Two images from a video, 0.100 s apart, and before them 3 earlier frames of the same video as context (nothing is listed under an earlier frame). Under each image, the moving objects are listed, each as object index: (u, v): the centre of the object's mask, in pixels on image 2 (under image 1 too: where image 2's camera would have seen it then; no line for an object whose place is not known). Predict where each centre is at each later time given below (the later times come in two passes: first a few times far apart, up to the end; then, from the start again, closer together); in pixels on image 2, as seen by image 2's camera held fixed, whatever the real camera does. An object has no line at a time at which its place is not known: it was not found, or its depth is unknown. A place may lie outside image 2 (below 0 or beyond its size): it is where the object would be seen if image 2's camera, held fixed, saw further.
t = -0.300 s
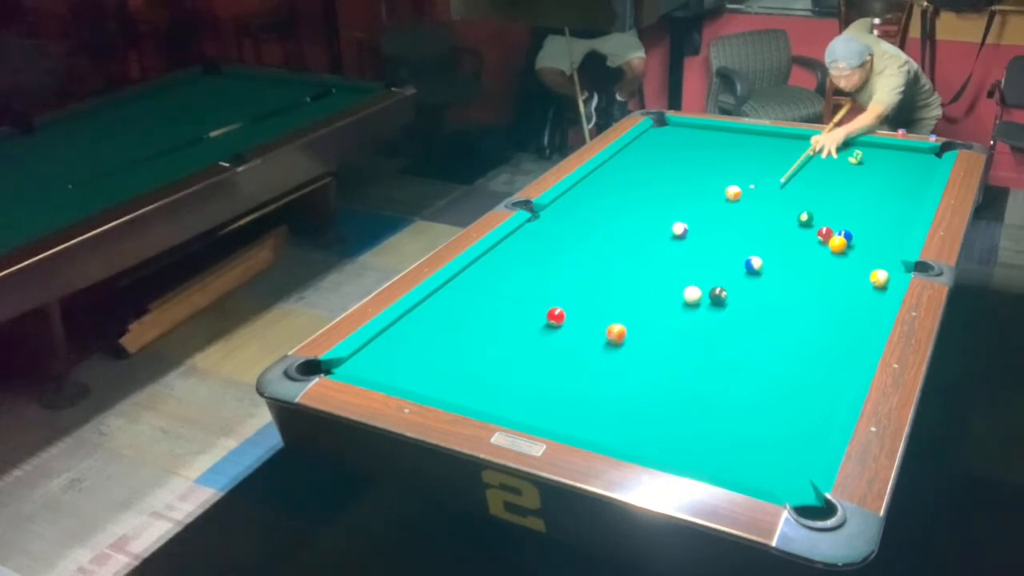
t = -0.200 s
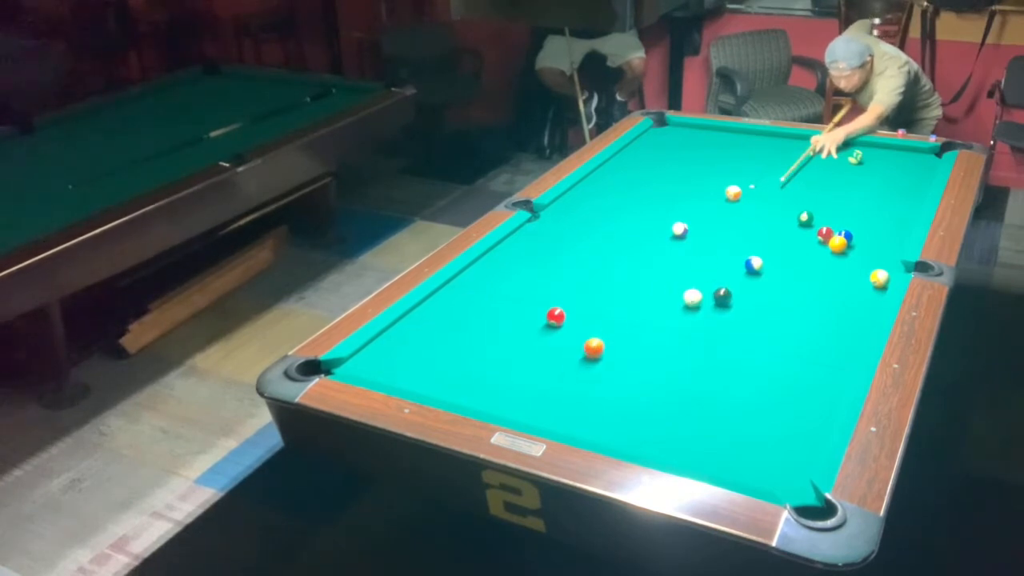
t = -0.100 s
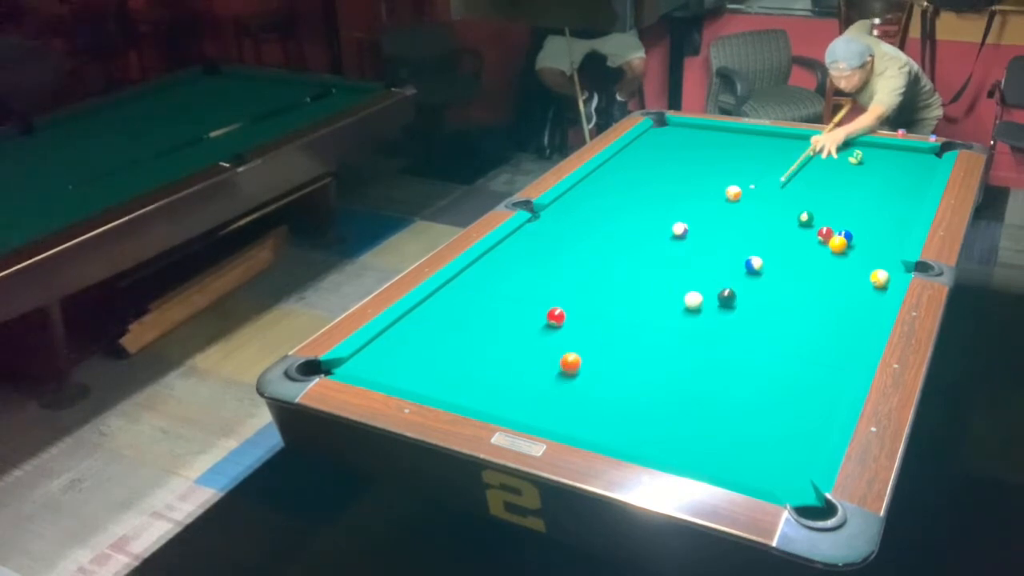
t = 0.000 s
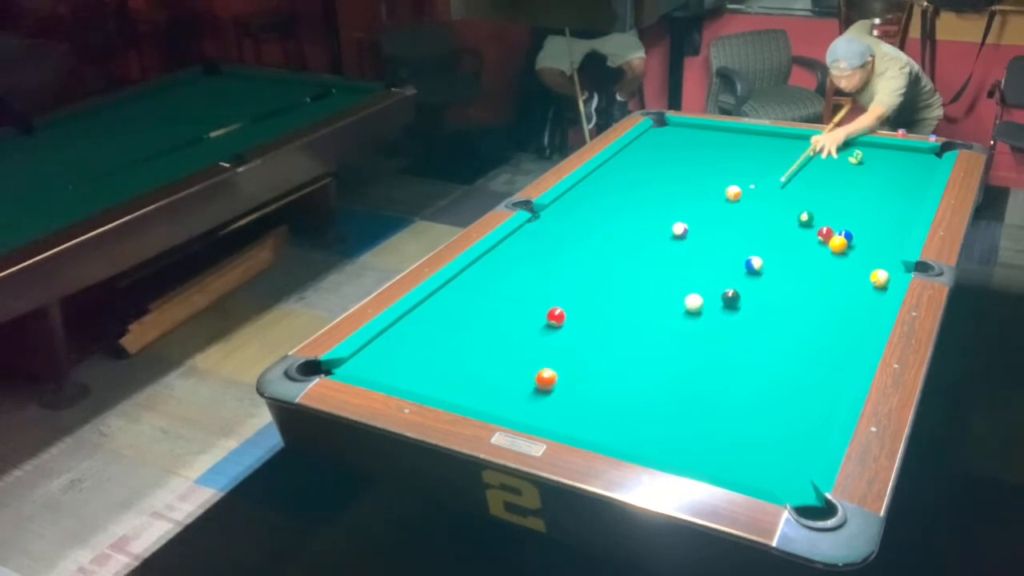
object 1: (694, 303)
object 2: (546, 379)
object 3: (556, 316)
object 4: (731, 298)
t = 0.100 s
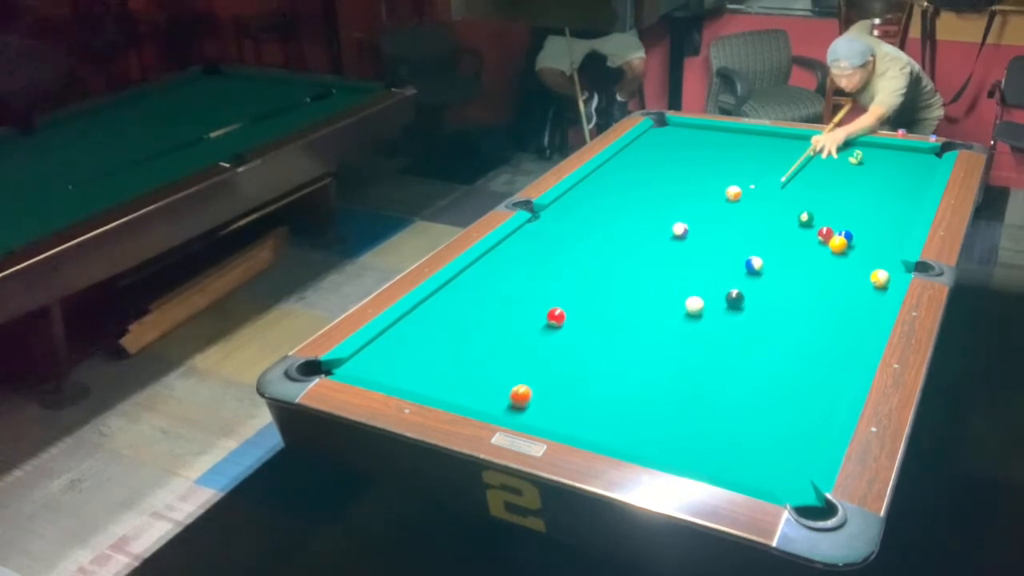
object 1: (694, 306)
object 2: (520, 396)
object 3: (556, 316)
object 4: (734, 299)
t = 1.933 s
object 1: (697, 328)
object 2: (508, 275)
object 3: (614, 296)
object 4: (759, 304)
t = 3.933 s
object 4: (758, 304)
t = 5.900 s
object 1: (697, 328)
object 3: (665, 278)
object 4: (758, 304)
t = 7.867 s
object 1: (697, 328)
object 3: (665, 278)
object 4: (758, 303)
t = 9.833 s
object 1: (697, 328)
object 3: (665, 278)
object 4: (758, 304)
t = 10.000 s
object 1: (697, 328)
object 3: (665, 278)
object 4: (758, 304)
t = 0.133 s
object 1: (695, 306)
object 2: (512, 401)
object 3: (556, 316)
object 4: (736, 299)
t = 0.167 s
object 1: (695, 307)
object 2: (503, 406)
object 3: (556, 316)
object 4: (737, 300)
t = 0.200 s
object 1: (695, 308)
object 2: (499, 406)
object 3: (556, 316)
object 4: (738, 300)
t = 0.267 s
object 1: (695, 309)
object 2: (504, 398)
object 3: (556, 316)
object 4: (741, 300)
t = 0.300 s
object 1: (695, 310)
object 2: (506, 394)
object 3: (556, 316)
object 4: (742, 301)
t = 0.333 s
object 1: (696, 310)
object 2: (508, 390)
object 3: (556, 316)
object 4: (743, 301)
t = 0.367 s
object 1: (696, 311)
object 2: (510, 386)
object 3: (556, 316)
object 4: (744, 301)
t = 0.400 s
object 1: (696, 312)
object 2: (512, 382)
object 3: (556, 316)
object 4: (744, 301)
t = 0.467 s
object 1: (696, 313)
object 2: (515, 373)
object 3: (556, 316)
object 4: (746, 301)
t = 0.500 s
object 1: (696, 314)
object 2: (517, 370)
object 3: (556, 316)
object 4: (747, 302)
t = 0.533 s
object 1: (696, 314)
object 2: (519, 366)
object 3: (556, 316)
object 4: (748, 302)
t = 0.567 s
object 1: (696, 315)
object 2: (521, 362)
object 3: (556, 316)
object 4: (749, 302)
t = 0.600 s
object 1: (696, 315)
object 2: (522, 358)
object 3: (556, 316)
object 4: (749, 302)
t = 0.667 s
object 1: (697, 317)
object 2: (526, 351)
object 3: (556, 316)
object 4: (751, 302)
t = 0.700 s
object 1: (697, 318)
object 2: (527, 348)
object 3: (556, 316)
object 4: (752, 303)
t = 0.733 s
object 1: (697, 318)
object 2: (529, 344)
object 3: (556, 316)
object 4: (752, 303)
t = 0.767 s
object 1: (697, 318)
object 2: (530, 341)
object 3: (556, 316)
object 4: (753, 303)
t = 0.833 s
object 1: (697, 320)
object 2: (534, 334)
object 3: (556, 316)
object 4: (754, 303)
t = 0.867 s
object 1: (697, 320)
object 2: (535, 331)
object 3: (556, 316)
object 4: (755, 304)
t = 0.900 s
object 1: (697, 321)
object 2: (537, 328)
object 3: (556, 316)
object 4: (755, 304)
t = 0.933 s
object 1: (697, 321)
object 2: (538, 324)
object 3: (556, 316)
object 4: (755, 304)
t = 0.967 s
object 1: (697, 322)
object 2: (539, 322)
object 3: (557, 316)
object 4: (756, 304)
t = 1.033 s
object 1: (698, 323)
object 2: (536, 318)
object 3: (562, 314)
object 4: (757, 304)
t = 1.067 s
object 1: (698, 323)
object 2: (535, 316)
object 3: (564, 313)
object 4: (757, 304)
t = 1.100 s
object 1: (698, 324)
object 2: (534, 314)
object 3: (566, 313)
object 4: (758, 304)
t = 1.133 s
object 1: (698, 324)
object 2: (532, 312)
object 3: (569, 312)
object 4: (758, 304)
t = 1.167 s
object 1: (698, 324)
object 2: (531, 310)
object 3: (571, 312)
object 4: (758, 304)
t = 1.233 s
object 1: (698, 325)
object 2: (529, 307)
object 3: (575, 309)
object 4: (758, 304)
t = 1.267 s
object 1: (698, 325)
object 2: (527, 305)
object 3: (577, 308)
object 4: (759, 305)
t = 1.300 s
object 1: (698, 325)
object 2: (526, 303)
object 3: (580, 308)
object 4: (759, 305)
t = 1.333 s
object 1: (697, 326)
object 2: (525, 301)
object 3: (582, 307)
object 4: (759, 305)
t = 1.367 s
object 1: (697, 326)
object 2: (524, 300)
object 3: (584, 307)
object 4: (759, 305)
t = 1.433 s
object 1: (697, 326)
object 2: (522, 296)
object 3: (588, 305)
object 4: (759, 305)
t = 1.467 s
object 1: (697, 327)
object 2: (521, 295)
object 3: (590, 305)
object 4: (759, 305)
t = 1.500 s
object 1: (697, 327)
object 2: (520, 293)
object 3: (592, 304)
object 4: (759, 305)
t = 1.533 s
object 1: (697, 327)
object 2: (519, 292)
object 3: (593, 303)
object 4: (759, 305)
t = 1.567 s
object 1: (697, 327)
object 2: (518, 290)
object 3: (595, 303)
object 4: (759, 305)
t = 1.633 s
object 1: (697, 328)
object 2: (516, 287)
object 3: (599, 301)
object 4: (759, 305)
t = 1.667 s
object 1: (697, 328)
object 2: (515, 286)
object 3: (601, 300)
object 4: (759, 305)
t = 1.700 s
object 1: (697, 328)
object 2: (514, 284)
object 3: (603, 300)
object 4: (759, 305)
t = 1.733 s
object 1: (697, 328)
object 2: (513, 283)
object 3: (604, 299)
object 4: (759, 305)
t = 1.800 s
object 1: (697, 328)
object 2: (511, 280)
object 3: (608, 298)
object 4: (759, 305)
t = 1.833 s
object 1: (697, 328)
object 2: (510, 279)
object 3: (610, 297)
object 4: (759, 305)
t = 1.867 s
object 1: (697, 328)
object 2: (510, 278)
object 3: (611, 297)
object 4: (759, 304)
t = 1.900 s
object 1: (697, 328)
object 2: (509, 276)
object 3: (612, 296)
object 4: (759, 304)
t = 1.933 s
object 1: (697, 328)
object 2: (508, 275)
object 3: (614, 296)
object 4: (759, 304)
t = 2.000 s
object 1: (697, 328)
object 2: (506, 272)
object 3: (617, 295)
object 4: (759, 304)
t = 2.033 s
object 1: (697, 328)
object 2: (505, 271)
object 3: (619, 294)
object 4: (759, 304)
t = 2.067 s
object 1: (697, 328)
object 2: (505, 270)
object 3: (620, 293)
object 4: (759, 304)
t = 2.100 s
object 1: (697, 328)
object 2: (504, 269)
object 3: (621, 293)
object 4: (759, 305)
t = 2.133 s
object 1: (697, 328)
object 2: (503, 268)
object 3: (623, 292)
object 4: (759, 305)
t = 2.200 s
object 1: (697, 328)
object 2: (501, 265)
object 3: (626, 292)
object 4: (759, 304)
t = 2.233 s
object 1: (697, 328)
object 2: (501, 264)
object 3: (627, 291)
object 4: (759, 304)
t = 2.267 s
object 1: (697, 328)
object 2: (500, 263)
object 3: (628, 291)
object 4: (759, 304)
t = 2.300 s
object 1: (697, 328)
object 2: (499, 262)
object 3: (629, 290)
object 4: (759, 305)
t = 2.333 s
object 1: (697, 329)
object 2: (499, 261)
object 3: (631, 290)
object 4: (759, 305)
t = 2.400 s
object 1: (697, 329)
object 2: (497, 259)
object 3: (633, 289)
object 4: (759, 305)
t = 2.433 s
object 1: (697, 329)
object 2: (497, 258)
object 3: (634, 288)
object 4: (759, 305)
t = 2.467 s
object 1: (697, 328)
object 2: (496, 257)
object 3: (635, 288)
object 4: (759, 305)
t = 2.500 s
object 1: (697, 328)
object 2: (495, 255)
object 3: (637, 288)
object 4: (759, 304)
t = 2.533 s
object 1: (697, 329)
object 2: (495, 254)
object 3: (638, 287)
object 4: (759, 305)
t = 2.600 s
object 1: (697, 328)
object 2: (494, 252)
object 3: (640, 287)
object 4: (759, 305)
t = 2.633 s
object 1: (697, 328)
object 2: (494, 252)
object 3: (641, 286)
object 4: (759, 305)
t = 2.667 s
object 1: (697, 328)
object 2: (496, 252)
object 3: (642, 286)
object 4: (759, 305)
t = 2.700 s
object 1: (697, 328)
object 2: (497, 251)
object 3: (643, 285)
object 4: (759, 305)
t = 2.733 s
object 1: (697, 328)
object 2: (498, 251)
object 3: (644, 285)
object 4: (759, 304)
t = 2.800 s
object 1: (697, 328)
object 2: (500, 251)
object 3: (645, 284)
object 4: (759, 304)
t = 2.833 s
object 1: (697, 328)
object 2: (502, 250)
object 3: (647, 284)
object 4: (759, 305)
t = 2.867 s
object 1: (697, 328)
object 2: (503, 250)
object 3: (647, 284)
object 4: (759, 305)
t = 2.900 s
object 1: (697, 328)
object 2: (504, 250)
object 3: (648, 283)
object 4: (759, 304)
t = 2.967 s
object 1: (697, 328)
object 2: (506, 249)
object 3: (650, 283)
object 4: (758, 304)
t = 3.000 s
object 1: (697, 328)
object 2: (507, 249)
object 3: (651, 283)
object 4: (758, 305)
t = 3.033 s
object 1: (697, 328)
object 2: (508, 249)
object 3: (652, 283)
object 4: (759, 303)
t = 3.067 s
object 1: (697, 328)
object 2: (510, 249)
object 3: (653, 282)
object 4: (758, 304)
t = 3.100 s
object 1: (697, 328)
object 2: (510, 249)
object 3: (653, 282)
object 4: (758, 304)
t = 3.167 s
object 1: (697, 328)
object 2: (512, 248)
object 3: (655, 282)
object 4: (758, 304)
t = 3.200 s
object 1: (696, 328)
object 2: (513, 248)
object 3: (656, 281)
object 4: (758, 304)
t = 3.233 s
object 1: (697, 328)
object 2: (514, 248)
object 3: (656, 281)
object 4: (758, 304)
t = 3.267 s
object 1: (697, 328)
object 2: (515, 248)
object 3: (657, 281)
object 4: (758, 304)
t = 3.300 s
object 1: (697, 328)
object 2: (516, 248)
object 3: (658, 281)
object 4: (758, 304)
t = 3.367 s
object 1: (697, 328)
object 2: (518, 248)
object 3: (659, 281)
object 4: (758, 304)
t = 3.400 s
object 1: (697, 328)
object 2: (519, 247)
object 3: (659, 280)
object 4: (758, 304)
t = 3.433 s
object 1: (697, 328)
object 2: (520, 247)
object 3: (660, 280)
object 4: (758, 304)
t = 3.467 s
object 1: (697, 328)
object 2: (520, 247)
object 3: (660, 280)
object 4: (758, 304)
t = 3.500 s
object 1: (697, 328)
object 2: (521, 247)
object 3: (661, 280)
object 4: (758, 304)
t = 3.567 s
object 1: (697, 328)
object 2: (523, 247)
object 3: (662, 279)
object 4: (752, 305)
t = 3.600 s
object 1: (697, 328)
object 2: (523, 247)
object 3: (663, 279)
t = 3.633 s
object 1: (697, 327)
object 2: (524, 246)
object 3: (663, 279)
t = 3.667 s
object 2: (525, 246)
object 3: (664, 279)
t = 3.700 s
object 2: (525, 246)
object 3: (663, 279)
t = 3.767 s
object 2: (527, 246)
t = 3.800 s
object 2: (527, 246)
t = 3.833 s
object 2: (528, 246)
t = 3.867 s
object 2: (528, 246)
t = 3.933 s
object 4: (758, 304)
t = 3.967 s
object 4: (759, 304)
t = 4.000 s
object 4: (759, 304)
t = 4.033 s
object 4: (758, 304)
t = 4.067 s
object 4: (759, 302)
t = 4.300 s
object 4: (760, 304)
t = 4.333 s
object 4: (759, 304)
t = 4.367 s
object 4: (759, 304)
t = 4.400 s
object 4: (758, 304)
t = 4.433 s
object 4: (759, 304)
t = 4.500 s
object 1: (701, 324)
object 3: (668, 274)
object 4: (758, 304)
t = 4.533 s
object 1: (697, 327)
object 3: (665, 277)
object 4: (758, 304)
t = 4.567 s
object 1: (697, 328)
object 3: (665, 278)
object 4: (758, 304)
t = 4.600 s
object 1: (697, 327)
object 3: (665, 278)
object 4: (758, 304)
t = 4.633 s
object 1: (697, 327)
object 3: (665, 278)
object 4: (758, 303)
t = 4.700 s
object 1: (697, 327)
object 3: (665, 278)
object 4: (758, 303)
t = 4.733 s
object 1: (697, 328)
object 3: (665, 278)
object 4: (758, 303)
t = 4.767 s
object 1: (698, 328)
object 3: (665, 278)
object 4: (758, 304)
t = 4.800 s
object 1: (698, 328)
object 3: (665, 278)
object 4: (758, 304)
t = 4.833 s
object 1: (697, 328)
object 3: (665, 278)
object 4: (758, 304)
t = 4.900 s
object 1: (697, 328)
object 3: (665, 278)
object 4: (758, 304)
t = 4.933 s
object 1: (697, 328)
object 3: (665, 278)
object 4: (758, 304)
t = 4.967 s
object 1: (697, 328)
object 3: (665, 278)
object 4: (758, 304)
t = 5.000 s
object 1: (697, 328)
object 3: (665, 278)
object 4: (758, 304)
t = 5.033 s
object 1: (697, 328)
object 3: (665, 278)
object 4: (758, 304)
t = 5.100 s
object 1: (697, 328)
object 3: (665, 278)
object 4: (758, 304)
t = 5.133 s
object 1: (697, 328)
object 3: (665, 278)
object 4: (758, 304)
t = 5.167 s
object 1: (697, 328)
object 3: (665, 278)
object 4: (758, 304)
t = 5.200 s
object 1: (697, 328)
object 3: (665, 278)
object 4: (758, 304)
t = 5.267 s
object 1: (697, 328)
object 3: (665, 278)
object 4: (758, 304)
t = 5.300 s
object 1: (697, 328)
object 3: (665, 278)
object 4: (758, 304)
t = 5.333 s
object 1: (697, 328)
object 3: (665, 278)
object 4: (758, 303)
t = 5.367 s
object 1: (697, 328)
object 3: (665, 278)
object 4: (758, 304)
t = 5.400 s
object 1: (697, 328)
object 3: (665, 278)
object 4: (758, 304)
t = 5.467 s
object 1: (697, 328)
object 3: (665, 278)
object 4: (758, 304)
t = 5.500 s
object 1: (697, 328)
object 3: (665, 278)
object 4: (758, 304)
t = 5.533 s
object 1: (697, 328)
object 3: (665, 278)
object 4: (758, 304)
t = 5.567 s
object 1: (697, 328)
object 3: (665, 278)
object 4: (758, 304)
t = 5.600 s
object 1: (697, 328)
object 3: (665, 278)
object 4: (758, 304)
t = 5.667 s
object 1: (697, 328)
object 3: (665, 278)
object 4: (758, 304)
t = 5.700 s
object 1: (697, 328)
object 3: (665, 278)
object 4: (758, 303)
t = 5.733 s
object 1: (697, 328)
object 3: (665, 278)
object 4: (758, 303)
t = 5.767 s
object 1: (697, 328)
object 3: (665, 278)
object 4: (758, 304)
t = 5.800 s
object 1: (697, 328)
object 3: (665, 278)
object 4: (758, 304)
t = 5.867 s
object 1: (697, 328)
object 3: (665, 278)
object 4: (758, 303)
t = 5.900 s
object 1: (697, 328)
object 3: (665, 278)
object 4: (758, 304)
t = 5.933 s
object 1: (697, 328)
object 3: (665, 278)
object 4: (758, 304)
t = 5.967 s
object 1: (697, 328)
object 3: (665, 278)
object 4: (759, 304)
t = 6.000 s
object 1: (697, 328)
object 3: (665, 278)
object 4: (758, 304)
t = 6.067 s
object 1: (697, 328)
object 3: (665, 278)
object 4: (758, 304)
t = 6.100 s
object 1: (697, 328)
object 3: (665, 278)
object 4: (758, 304)
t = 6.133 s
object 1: (697, 328)
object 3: (665, 278)
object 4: (758, 304)
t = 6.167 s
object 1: (697, 328)
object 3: (665, 278)
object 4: (758, 304)
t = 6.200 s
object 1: (697, 328)
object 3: (665, 278)
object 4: (758, 303)
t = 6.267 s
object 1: (697, 328)
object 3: (665, 278)
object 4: (759, 304)
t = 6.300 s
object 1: (697, 328)
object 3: (665, 278)
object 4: (758, 304)
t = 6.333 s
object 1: (697, 328)
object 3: (665, 278)
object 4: (758, 304)
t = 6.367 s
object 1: (697, 328)
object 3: (665, 278)
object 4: (759, 304)
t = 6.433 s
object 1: (697, 328)
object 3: (665, 278)
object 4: (758, 304)
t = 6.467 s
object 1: (697, 328)
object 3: (665, 278)
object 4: (758, 304)
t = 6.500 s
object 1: (697, 328)
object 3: (665, 278)
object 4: (758, 304)
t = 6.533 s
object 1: (697, 328)
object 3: (665, 278)
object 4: (758, 304)
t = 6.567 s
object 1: (697, 328)
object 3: (665, 278)
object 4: (758, 304)
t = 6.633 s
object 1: (697, 328)
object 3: (665, 278)
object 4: (758, 304)
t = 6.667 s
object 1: (697, 328)
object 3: (665, 278)
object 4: (758, 304)
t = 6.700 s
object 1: (697, 328)
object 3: (665, 278)
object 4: (758, 304)
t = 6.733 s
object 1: (697, 328)
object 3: (665, 278)
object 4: (758, 303)
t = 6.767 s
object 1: (697, 328)
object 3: (665, 278)
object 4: (758, 303)
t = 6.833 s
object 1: (697, 328)
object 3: (665, 278)
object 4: (758, 303)
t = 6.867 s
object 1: (697, 328)
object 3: (665, 278)
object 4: (758, 303)
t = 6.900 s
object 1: (697, 328)
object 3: (665, 278)
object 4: (758, 303)
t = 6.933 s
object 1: (697, 328)
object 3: (665, 278)
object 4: (758, 303)
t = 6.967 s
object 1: (697, 328)
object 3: (665, 278)
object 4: (758, 303)
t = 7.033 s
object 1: (697, 328)
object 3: (665, 278)
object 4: (758, 303)
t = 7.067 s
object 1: (698, 328)
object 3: (665, 278)
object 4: (758, 303)
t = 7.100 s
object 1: (697, 328)
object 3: (665, 278)
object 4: (758, 303)
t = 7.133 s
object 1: (697, 328)
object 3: (665, 278)
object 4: (758, 303)
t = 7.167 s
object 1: (697, 328)
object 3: (665, 278)
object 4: (758, 303)
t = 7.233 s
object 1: (697, 328)
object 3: (665, 278)
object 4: (758, 303)
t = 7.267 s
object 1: (697, 329)
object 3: (665, 278)
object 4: (758, 303)
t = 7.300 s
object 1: (697, 328)
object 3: (665, 278)
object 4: (758, 303)
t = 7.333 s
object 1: (697, 328)
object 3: (665, 278)
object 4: (758, 303)
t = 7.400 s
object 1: (697, 328)
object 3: (665, 278)
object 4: (759, 303)
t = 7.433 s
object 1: (697, 328)
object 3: (665, 278)
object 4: (758, 303)
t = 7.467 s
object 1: (697, 328)
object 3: (665, 278)
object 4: (758, 303)
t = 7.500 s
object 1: (697, 328)
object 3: (665, 278)
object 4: (758, 303)
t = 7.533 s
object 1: (697, 328)
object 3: (665, 278)
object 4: (758, 303)
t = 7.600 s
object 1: (697, 328)
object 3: (665, 278)
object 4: (758, 303)
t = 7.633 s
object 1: (697, 328)
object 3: (665, 278)
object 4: (758, 303)
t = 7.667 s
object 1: (697, 328)
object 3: (665, 278)
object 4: (758, 303)
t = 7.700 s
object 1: (697, 328)
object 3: (665, 278)
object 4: (758, 303)
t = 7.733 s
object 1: (697, 328)
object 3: (665, 278)
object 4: (758, 303)
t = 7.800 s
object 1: (697, 328)
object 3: (665, 278)
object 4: (758, 303)
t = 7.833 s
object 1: (697, 328)
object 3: (665, 278)
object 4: (758, 303)
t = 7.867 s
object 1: (697, 328)
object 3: (665, 278)
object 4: (758, 303)
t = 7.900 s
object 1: (697, 328)
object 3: (665, 278)
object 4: (758, 303)
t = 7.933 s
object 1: (697, 328)
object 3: (665, 278)
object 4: (758, 303)
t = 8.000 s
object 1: (697, 328)
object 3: (665, 278)
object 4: (758, 303)
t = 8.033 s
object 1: (697, 328)
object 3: (665, 278)
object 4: (758, 303)
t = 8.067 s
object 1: (697, 328)
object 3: (665, 278)
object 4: (758, 303)
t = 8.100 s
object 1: (697, 328)
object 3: (665, 278)
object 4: (758, 303)
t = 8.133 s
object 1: (697, 328)
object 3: (665, 278)
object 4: (758, 303)
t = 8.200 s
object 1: (697, 328)
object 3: (665, 278)
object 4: (758, 303)
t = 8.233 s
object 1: (697, 328)
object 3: (665, 278)
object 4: (758, 303)
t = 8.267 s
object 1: (697, 328)
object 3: (665, 278)
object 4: (758, 303)
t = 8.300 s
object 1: (697, 328)
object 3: (665, 278)
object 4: (758, 303)
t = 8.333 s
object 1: (697, 328)
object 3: (665, 278)
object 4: (758, 303)
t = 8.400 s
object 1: (697, 328)
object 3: (665, 278)
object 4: (758, 303)
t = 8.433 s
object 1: (697, 328)
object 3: (665, 278)
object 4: (758, 303)
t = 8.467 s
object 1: (697, 328)
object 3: (665, 278)
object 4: (758, 303)
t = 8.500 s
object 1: (697, 328)
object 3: (665, 278)
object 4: (758, 303)
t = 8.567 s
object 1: (697, 328)
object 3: (665, 278)
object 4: (758, 303)
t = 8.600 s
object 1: (697, 328)
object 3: (665, 278)
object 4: (758, 303)
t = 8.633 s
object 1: (697, 328)
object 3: (665, 278)
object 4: (758, 303)
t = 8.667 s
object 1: (697, 328)
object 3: (665, 278)
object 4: (758, 303)
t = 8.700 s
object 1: (697, 328)
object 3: (665, 278)
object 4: (758, 303)
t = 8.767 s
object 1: (697, 328)
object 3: (665, 278)
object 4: (758, 303)
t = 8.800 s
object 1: (697, 328)
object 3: (665, 278)
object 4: (758, 303)
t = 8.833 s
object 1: (697, 328)
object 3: (665, 278)
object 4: (758, 303)
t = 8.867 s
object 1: (697, 328)
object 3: (665, 278)
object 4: (758, 303)
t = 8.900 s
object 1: (697, 328)
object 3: (665, 278)
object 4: (758, 304)
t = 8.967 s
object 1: (697, 328)
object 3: (665, 278)
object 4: (758, 303)
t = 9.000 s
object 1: (697, 328)
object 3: (665, 278)
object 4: (758, 303)
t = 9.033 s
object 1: (697, 328)
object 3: (665, 278)
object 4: (758, 304)
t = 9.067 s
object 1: (697, 328)
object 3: (665, 278)
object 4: (758, 303)
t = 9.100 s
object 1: (697, 328)
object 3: (665, 278)
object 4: (758, 303)
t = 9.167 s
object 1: (697, 328)
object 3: (665, 278)
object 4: (758, 303)
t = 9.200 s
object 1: (697, 328)
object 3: (665, 278)
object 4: (758, 304)
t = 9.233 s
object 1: (697, 328)
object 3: (665, 278)
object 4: (758, 303)
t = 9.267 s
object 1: (697, 328)
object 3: (665, 278)
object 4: (758, 304)
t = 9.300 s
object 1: (697, 328)
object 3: (665, 278)
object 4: (758, 303)
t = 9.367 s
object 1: (697, 328)
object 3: (665, 278)
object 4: (759, 304)
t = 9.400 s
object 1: (697, 328)
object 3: (665, 278)
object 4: (758, 304)
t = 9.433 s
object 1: (697, 328)
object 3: (665, 278)
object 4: (758, 304)
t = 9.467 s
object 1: (697, 328)
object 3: (665, 278)
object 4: (759, 304)
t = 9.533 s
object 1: (697, 328)
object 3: (665, 278)
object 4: (759, 304)
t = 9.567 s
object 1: (697, 328)
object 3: (665, 278)
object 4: (758, 304)
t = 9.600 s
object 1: (697, 328)
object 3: (665, 278)
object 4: (758, 304)
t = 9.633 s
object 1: (697, 328)
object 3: (665, 278)
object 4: (758, 304)
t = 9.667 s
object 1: (697, 328)
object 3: (665, 278)
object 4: (758, 304)
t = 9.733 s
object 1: (697, 328)
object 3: (665, 278)
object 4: (758, 304)
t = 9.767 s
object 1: (697, 328)
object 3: (665, 278)
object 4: (758, 304)
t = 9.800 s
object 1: (697, 328)
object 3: (665, 278)
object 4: (758, 304)
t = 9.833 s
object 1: (697, 328)
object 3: (665, 278)
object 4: (758, 304)
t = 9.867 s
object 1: (697, 328)
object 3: (665, 278)
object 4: (758, 304)
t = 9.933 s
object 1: (697, 328)
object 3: (665, 278)
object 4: (758, 304)
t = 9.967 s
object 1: (697, 328)
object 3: (665, 278)
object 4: (758, 304)
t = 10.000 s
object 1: (697, 328)
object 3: (665, 278)
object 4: (758, 304)
